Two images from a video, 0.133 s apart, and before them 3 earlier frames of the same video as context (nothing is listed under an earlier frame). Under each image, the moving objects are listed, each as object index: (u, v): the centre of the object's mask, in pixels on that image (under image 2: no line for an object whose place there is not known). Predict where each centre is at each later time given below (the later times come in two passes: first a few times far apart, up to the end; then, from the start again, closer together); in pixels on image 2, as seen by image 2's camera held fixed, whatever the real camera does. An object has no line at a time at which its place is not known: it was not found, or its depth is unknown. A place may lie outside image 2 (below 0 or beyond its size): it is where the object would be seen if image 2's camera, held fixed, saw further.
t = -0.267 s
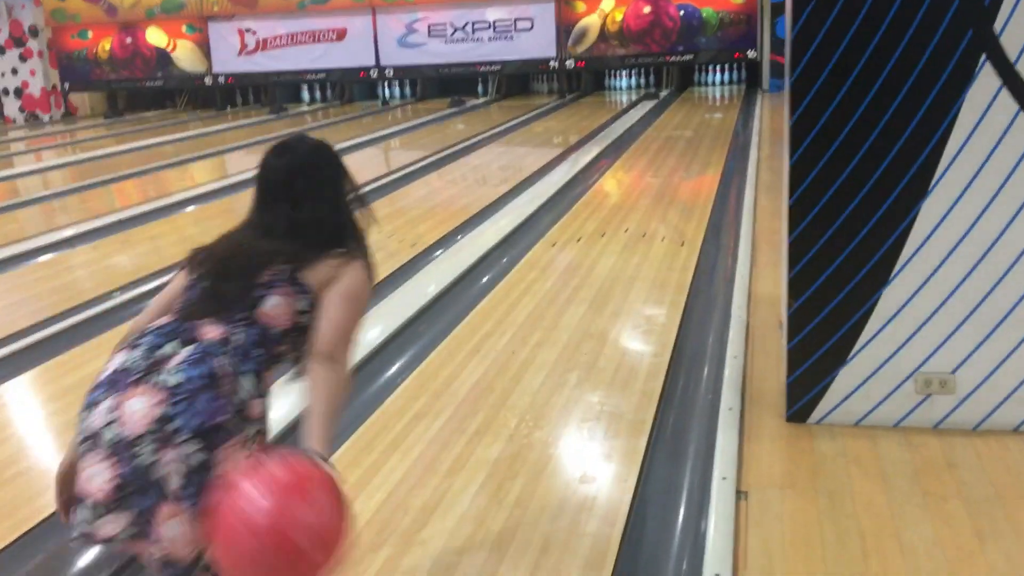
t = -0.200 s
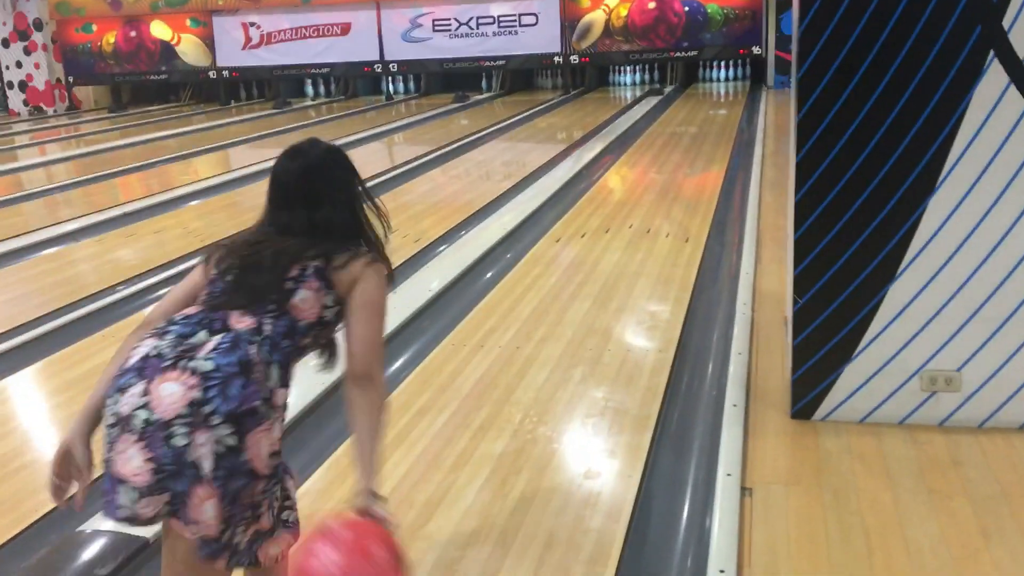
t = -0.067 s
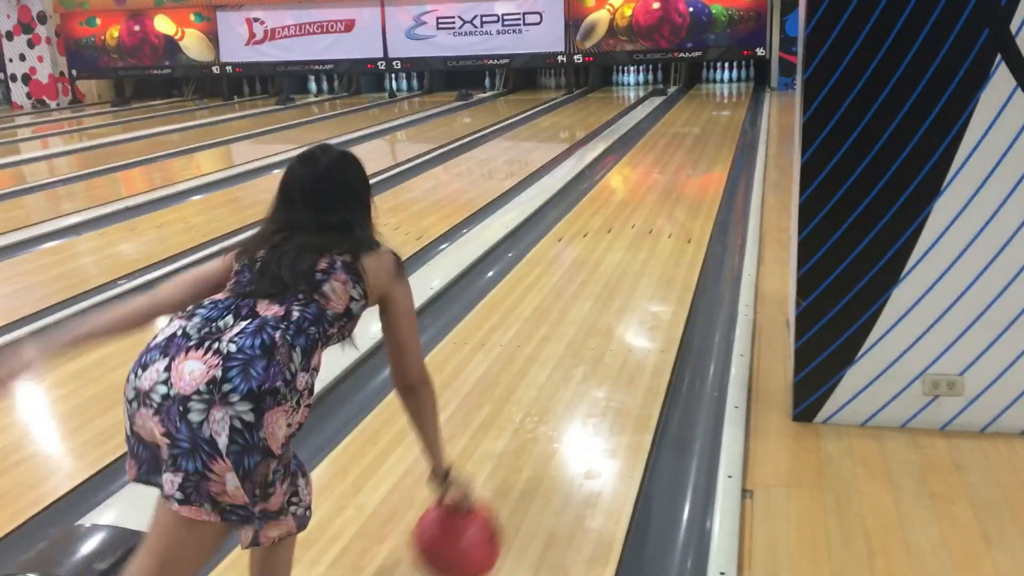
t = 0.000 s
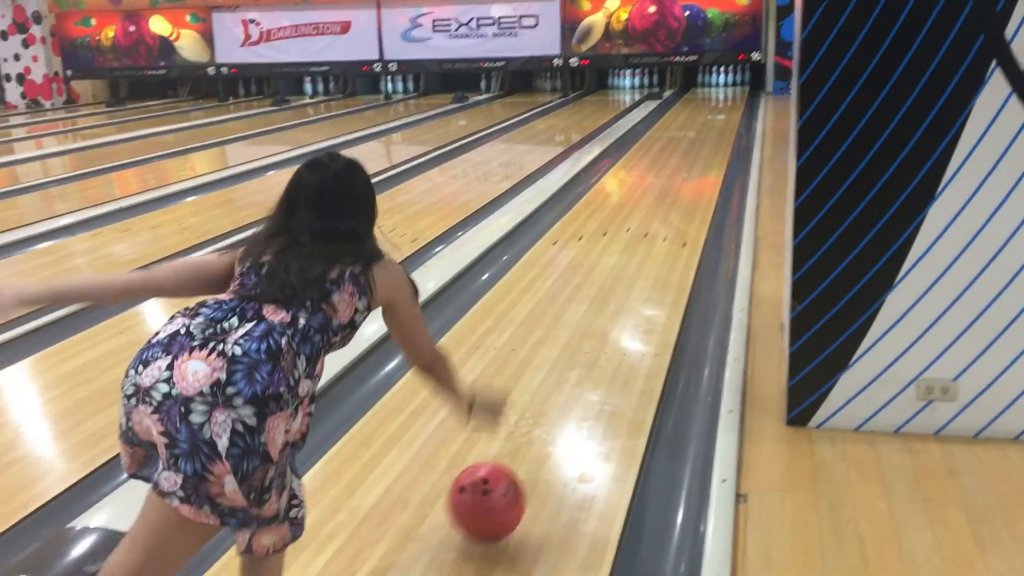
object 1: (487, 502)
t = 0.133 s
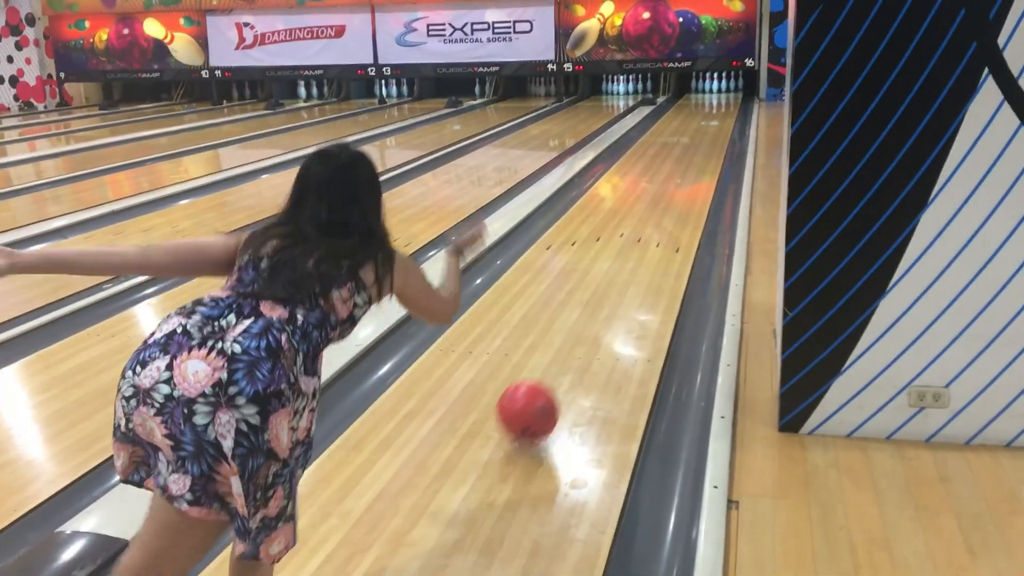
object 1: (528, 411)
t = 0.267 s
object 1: (561, 353)
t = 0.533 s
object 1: (602, 272)
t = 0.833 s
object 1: (627, 219)
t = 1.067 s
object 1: (640, 191)
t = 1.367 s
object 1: (652, 166)
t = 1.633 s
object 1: (660, 149)
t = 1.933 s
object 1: (666, 135)
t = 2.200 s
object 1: (670, 124)
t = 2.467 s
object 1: (674, 116)
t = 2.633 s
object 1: (675, 112)
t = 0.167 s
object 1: (537, 399)
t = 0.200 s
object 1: (546, 380)
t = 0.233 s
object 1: (554, 364)
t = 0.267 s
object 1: (561, 353)
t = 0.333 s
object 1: (574, 328)
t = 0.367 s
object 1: (579, 317)
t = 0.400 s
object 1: (584, 307)
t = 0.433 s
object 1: (589, 297)
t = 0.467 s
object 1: (594, 288)
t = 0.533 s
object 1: (602, 272)
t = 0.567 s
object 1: (605, 264)
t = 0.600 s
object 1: (609, 257)
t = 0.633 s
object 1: (612, 251)
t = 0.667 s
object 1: (615, 245)
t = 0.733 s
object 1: (621, 233)
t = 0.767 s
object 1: (623, 228)
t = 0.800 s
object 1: (625, 223)
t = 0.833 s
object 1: (627, 219)
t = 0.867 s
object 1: (630, 214)
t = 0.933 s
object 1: (634, 206)
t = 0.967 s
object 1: (635, 202)
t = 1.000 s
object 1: (637, 198)
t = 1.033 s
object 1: (639, 194)
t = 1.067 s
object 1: (640, 191)
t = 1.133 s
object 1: (643, 185)
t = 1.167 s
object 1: (645, 182)
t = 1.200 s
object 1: (646, 179)
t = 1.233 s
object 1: (648, 176)
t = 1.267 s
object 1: (649, 173)
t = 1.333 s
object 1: (651, 168)
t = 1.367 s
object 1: (652, 166)
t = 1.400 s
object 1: (653, 163)
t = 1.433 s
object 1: (654, 161)
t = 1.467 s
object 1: (655, 159)
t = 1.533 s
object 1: (657, 155)
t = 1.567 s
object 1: (658, 153)
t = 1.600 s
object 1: (659, 151)
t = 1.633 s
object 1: (660, 149)
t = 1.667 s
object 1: (660, 147)
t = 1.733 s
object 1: (662, 144)
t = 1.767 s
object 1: (663, 142)
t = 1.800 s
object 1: (663, 141)
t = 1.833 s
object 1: (664, 139)
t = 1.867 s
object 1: (665, 138)
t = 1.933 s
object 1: (666, 135)
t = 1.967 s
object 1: (667, 133)
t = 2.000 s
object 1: (667, 132)
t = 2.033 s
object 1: (668, 130)
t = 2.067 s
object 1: (668, 129)
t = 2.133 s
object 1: (669, 126)
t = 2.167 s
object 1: (670, 125)
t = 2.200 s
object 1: (670, 124)
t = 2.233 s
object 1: (671, 123)
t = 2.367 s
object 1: (672, 119)
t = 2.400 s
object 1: (673, 118)
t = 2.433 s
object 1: (673, 117)
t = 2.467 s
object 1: (674, 116)
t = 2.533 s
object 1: (675, 114)
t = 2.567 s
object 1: (675, 113)
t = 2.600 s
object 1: (675, 112)
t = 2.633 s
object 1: (675, 112)
